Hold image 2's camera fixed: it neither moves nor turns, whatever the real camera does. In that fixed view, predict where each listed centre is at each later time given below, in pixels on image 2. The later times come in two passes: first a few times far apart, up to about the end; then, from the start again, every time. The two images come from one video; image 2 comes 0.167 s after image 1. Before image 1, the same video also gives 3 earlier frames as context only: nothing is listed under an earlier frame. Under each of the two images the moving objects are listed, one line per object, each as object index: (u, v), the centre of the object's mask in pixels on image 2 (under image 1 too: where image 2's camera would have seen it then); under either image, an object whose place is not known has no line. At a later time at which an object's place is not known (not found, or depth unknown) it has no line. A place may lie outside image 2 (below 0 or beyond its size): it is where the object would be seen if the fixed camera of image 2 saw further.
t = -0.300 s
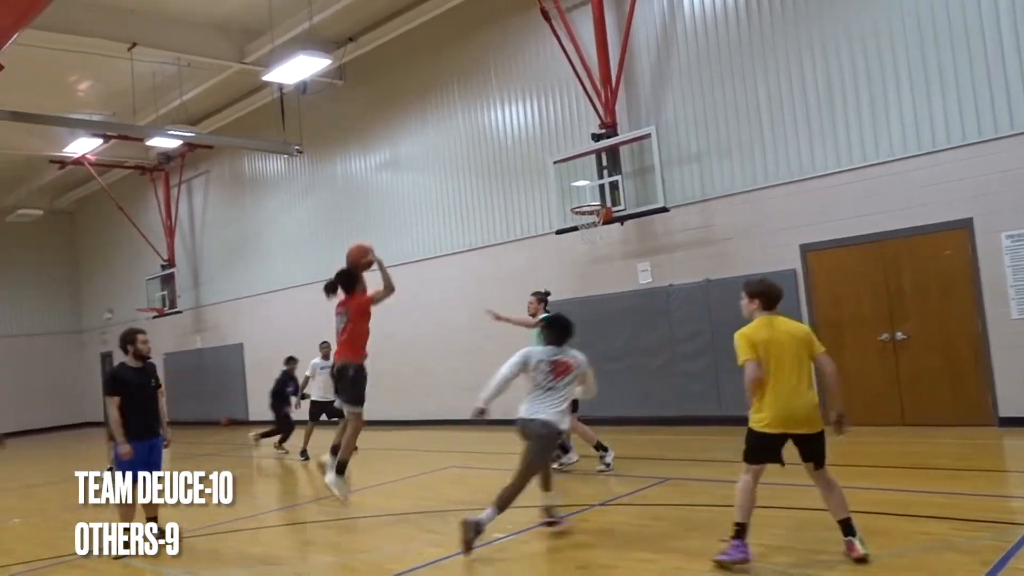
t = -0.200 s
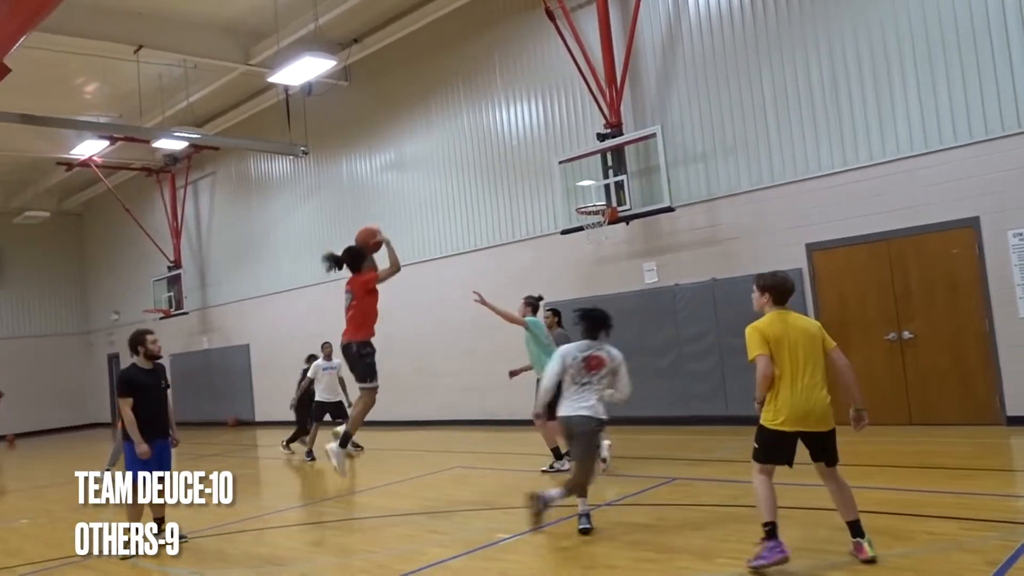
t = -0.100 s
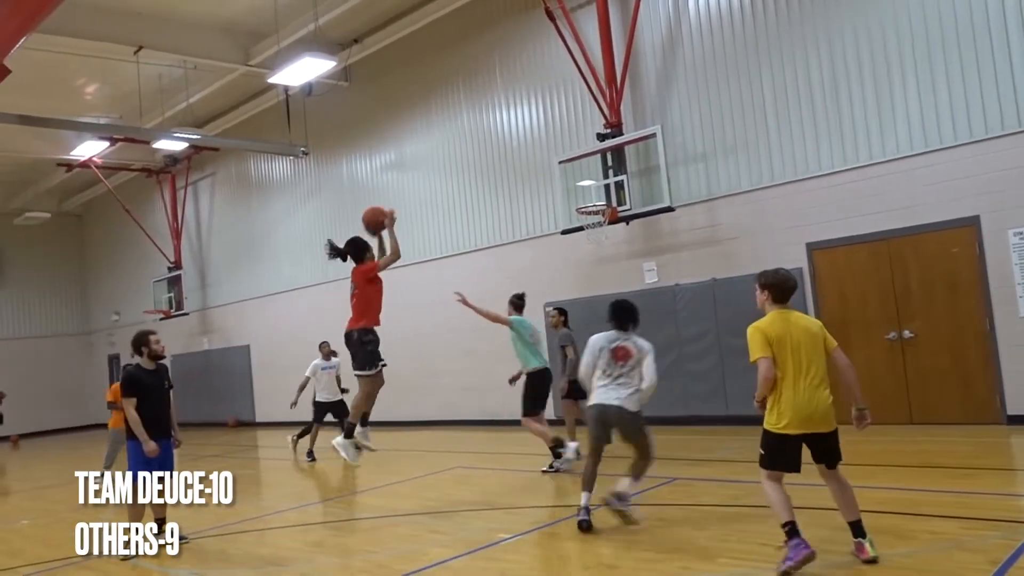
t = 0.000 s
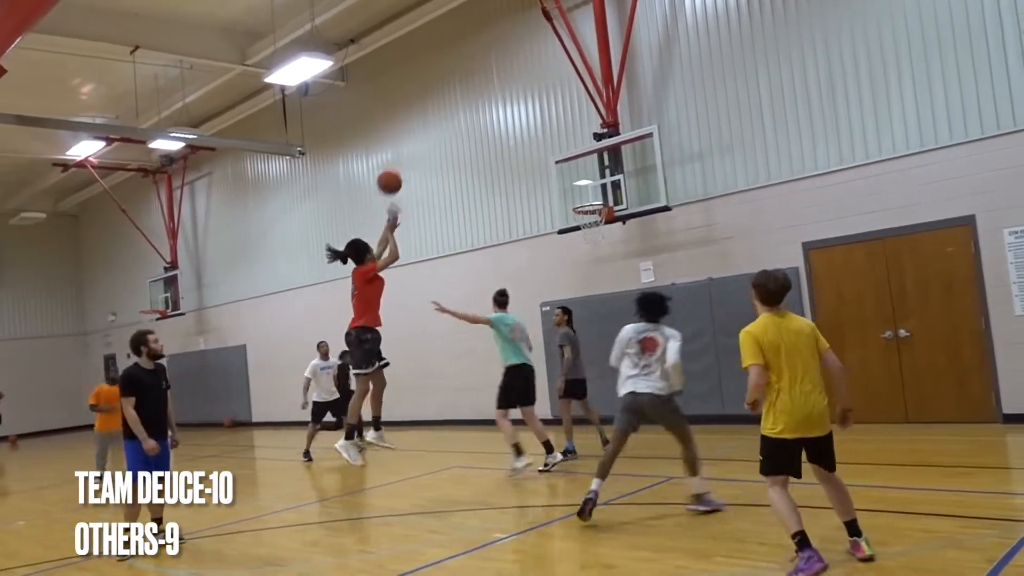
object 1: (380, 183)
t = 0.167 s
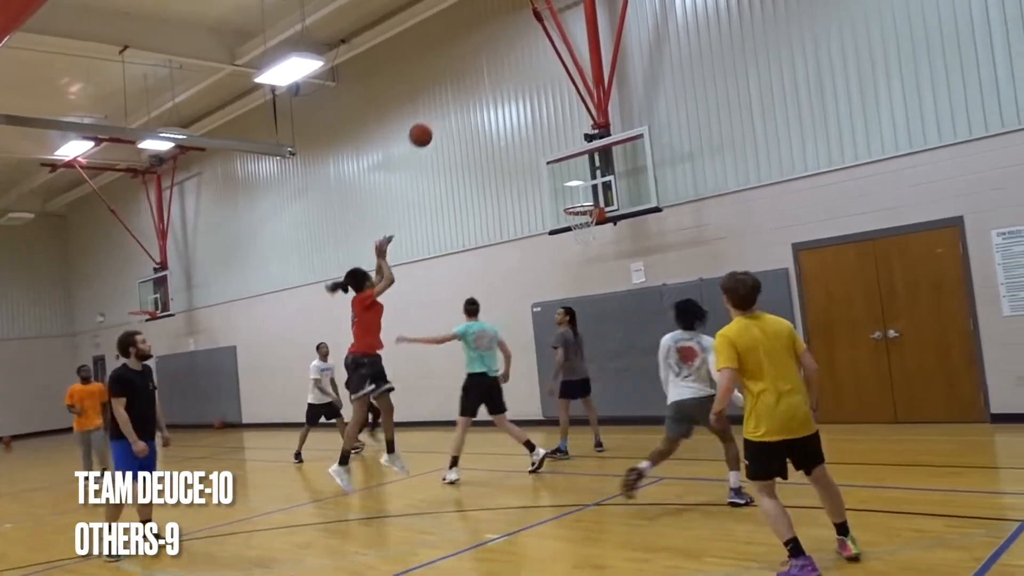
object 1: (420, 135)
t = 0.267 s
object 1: (443, 122)
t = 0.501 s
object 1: (492, 128)
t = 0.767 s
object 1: (544, 183)
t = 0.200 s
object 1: (428, 130)
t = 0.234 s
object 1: (435, 125)
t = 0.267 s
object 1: (443, 122)
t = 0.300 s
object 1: (450, 120)
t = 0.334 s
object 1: (457, 119)
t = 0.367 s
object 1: (464, 119)
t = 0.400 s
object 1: (471, 120)
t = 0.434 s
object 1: (478, 122)
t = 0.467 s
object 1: (485, 124)
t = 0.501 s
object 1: (492, 128)
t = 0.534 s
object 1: (499, 132)
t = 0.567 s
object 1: (505, 137)
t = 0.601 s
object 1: (512, 143)
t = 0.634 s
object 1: (518, 150)
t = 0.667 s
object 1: (525, 157)
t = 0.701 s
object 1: (531, 165)
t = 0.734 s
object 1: (538, 173)
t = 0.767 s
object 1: (544, 183)
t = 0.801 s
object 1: (550, 193)
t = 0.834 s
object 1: (556, 203)
